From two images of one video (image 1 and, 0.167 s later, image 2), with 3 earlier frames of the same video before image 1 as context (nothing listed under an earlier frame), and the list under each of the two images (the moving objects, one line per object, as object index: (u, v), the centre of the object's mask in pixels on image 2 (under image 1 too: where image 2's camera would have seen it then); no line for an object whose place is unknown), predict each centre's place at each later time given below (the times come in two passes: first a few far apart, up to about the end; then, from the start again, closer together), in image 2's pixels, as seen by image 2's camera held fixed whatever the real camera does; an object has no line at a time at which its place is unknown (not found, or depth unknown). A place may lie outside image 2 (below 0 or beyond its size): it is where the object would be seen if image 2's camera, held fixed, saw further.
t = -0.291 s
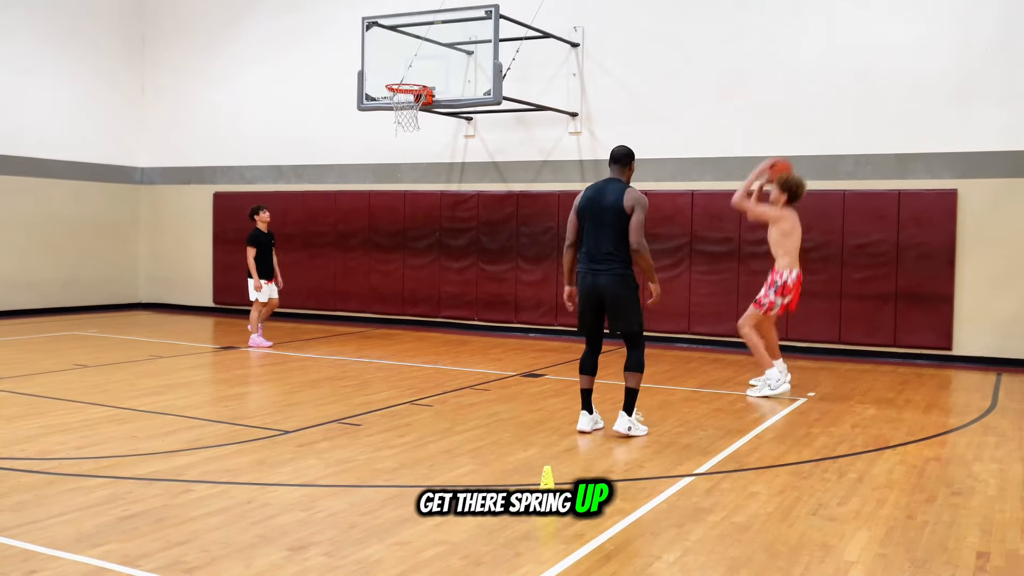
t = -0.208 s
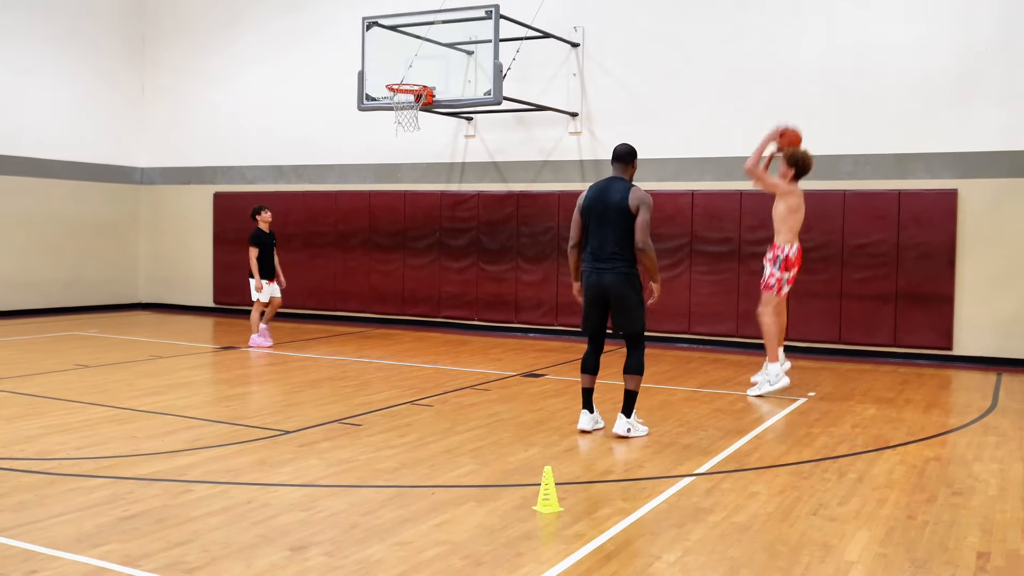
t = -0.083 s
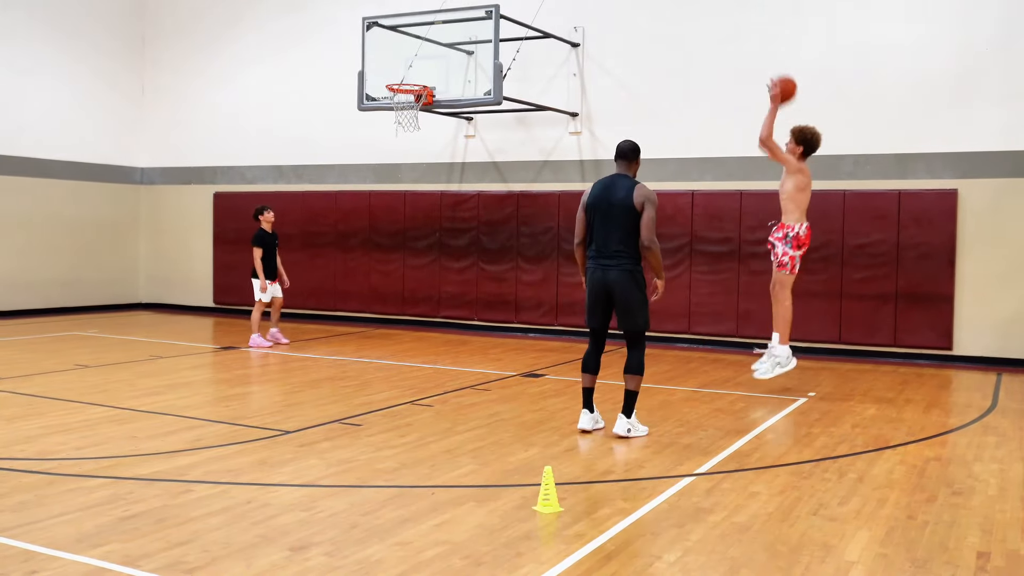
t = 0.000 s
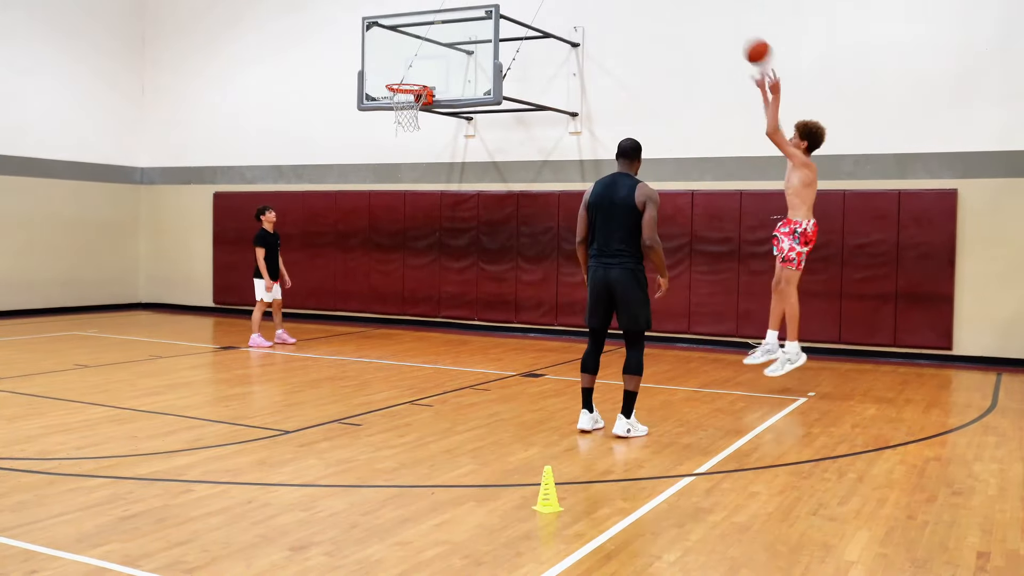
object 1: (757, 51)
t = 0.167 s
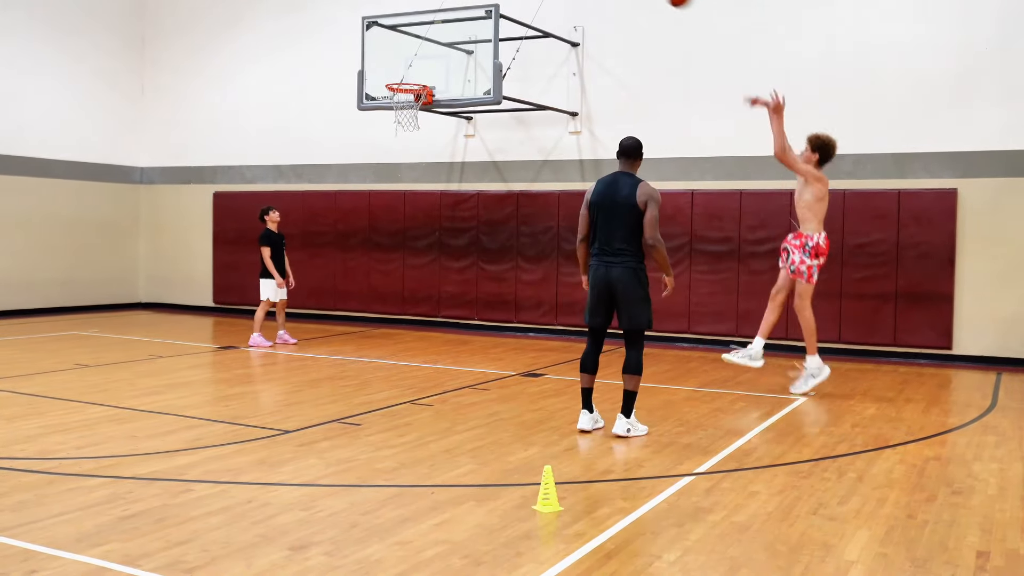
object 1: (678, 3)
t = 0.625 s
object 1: (492, 1)
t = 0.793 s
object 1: (432, 37)
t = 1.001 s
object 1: (422, 77)
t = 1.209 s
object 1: (447, 48)
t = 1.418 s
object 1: (470, 56)
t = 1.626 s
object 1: (494, 103)
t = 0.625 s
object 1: (492, 1)
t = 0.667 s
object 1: (476, 5)
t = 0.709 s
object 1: (461, 12)
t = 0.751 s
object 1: (446, 24)
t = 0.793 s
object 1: (432, 37)
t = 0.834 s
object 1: (417, 52)
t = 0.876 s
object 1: (404, 68)
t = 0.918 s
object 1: (395, 80)
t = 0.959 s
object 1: (410, 78)
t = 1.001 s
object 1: (422, 77)
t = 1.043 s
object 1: (428, 68)
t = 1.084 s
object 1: (432, 61)
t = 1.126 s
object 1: (437, 55)
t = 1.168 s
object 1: (442, 51)
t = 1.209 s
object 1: (447, 48)
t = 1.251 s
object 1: (452, 46)
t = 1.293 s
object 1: (456, 46)
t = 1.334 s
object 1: (461, 48)
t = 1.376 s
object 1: (466, 51)
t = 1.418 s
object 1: (470, 56)
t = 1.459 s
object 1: (475, 62)
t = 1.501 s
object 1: (480, 70)
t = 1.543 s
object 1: (485, 79)
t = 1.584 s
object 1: (489, 91)
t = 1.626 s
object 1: (494, 103)
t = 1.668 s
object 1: (498, 117)
